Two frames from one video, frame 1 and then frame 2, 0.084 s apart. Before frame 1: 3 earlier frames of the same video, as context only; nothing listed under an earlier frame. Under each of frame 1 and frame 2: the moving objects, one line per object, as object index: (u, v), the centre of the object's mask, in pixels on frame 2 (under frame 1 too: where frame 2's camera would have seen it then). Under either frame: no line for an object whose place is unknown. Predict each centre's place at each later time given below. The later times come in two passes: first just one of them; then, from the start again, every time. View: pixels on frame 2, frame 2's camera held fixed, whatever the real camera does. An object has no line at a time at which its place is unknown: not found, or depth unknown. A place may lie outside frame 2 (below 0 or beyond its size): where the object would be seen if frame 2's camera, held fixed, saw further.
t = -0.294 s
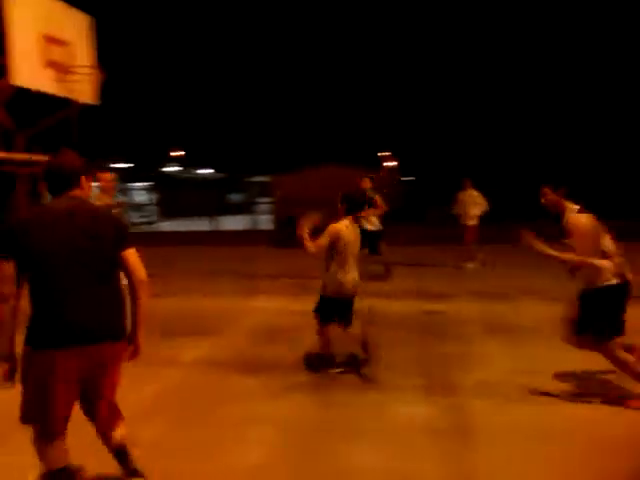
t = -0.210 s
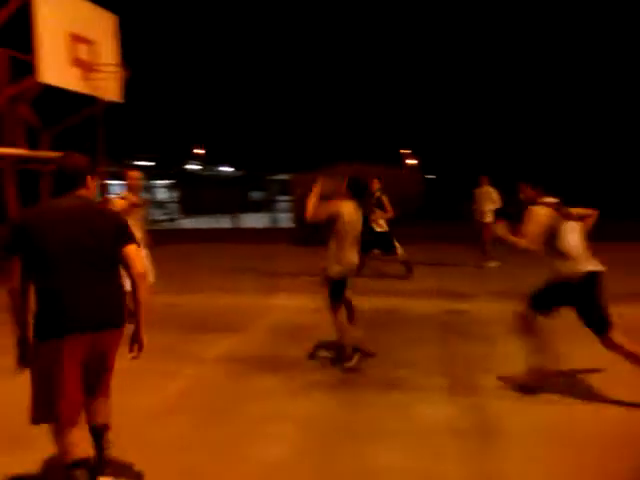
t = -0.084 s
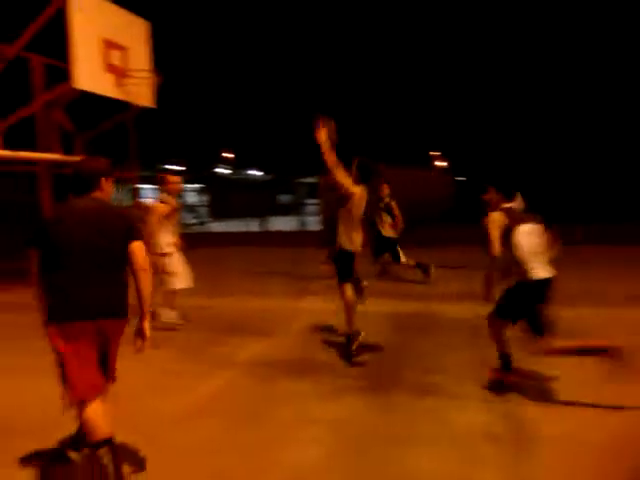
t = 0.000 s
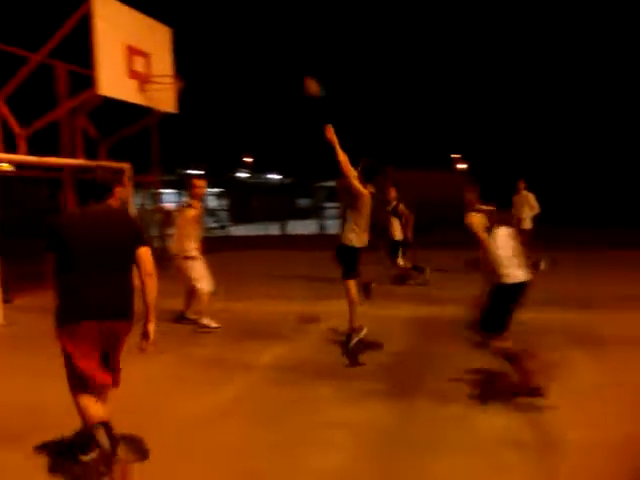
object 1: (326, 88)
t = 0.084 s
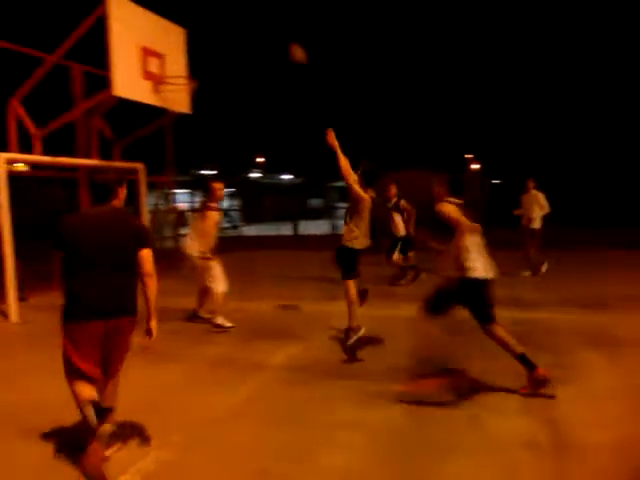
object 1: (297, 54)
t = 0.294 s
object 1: (233, 13)
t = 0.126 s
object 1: (282, 42)
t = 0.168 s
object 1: (270, 31)
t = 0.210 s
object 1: (257, 23)
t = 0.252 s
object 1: (245, 17)
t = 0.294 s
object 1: (233, 13)
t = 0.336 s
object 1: (224, 10)
